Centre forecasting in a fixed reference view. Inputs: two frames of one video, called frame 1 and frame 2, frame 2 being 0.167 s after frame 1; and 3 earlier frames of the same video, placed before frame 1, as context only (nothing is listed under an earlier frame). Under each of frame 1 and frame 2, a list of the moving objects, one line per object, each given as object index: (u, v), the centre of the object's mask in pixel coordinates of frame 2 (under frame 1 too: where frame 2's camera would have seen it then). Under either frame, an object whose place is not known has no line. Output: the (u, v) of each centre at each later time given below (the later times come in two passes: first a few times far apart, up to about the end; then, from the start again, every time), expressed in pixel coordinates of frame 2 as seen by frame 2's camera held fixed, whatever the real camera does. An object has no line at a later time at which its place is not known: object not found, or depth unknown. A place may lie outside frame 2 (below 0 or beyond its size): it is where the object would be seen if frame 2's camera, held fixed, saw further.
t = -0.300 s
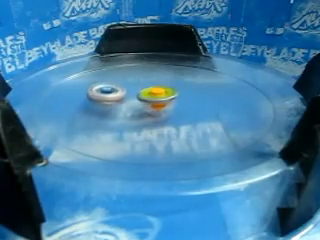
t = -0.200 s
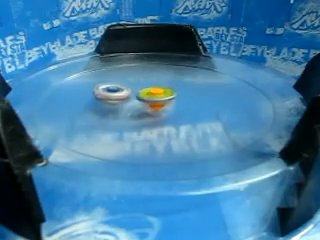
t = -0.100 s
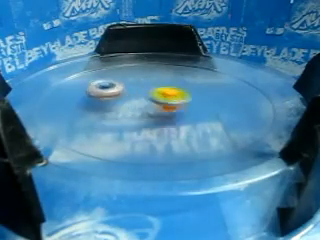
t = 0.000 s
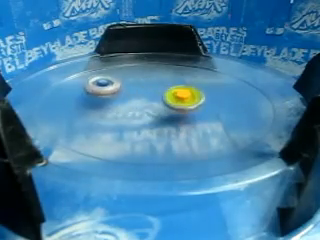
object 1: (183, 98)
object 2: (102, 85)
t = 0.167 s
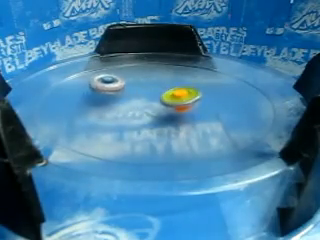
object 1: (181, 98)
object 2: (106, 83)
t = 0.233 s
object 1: (180, 99)
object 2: (110, 82)
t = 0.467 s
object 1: (174, 99)
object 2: (126, 83)
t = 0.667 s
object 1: (172, 97)
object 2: (141, 85)
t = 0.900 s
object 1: (179, 100)
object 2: (154, 85)
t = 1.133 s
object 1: (176, 102)
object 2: (164, 85)
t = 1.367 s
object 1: (169, 104)
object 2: (166, 83)
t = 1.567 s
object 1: (164, 109)
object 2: (163, 81)
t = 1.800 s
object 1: (165, 106)
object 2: (159, 84)
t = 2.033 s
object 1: (173, 106)
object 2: (149, 92)
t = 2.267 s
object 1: (180, 113)
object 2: (146, 99)
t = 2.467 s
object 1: (176, 113)
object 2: (144, 100)
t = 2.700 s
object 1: (178, 113)
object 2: (139, 98)
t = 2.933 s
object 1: (189, 100)
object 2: (125, 96)
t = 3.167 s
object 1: (184, 96)
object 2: (127, 98)
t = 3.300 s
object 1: (179, 97)
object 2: (132, 99)
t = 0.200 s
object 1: (181, 99)
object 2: (108, 82)
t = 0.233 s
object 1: (180, 99)
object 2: (110, 82)
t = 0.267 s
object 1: (180, 99)
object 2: (112, 82)
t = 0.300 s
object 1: (178, 99)
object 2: (113, 82)
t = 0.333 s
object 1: (178, 99)
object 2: (115, 82)
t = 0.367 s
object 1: (177, 99)
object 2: (118, 83)
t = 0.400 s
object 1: (176, 99)
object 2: (121, 83)
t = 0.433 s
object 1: (175, 99)
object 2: (123, 83)
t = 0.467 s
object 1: (174, 99)
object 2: (126, 83)
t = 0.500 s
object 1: (173, 99)
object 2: (129, 84)
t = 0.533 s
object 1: (173, 99)
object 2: (132, 84)
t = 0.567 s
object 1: (173, 99)
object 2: (135, 85)
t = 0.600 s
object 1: (172, 98)
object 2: (138, 85)
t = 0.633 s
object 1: (171, 98)
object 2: (140, 85)
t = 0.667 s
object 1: (172, 97)
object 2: (141, 85)
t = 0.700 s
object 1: (175, 98)
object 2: (142, 85)
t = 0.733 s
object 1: (179, 99)
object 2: (144, 85)
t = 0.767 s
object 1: (180, 99)
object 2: (146, 85)
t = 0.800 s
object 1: (180, 100)
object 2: (149, 85)
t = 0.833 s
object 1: (179, 100)
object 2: (150, 85)
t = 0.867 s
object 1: (179, 100)
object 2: (153, 85)
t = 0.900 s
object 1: (179, 100)
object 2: (154, 85)
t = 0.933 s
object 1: (179, 99)
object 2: (156, 84)
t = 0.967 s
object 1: (179, 100)
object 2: (158, 84)
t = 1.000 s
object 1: (178, 100)
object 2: (160, 84)
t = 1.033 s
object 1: (178, 100)
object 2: (161, 84)
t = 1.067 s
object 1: (178, 101)
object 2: (162, 84)
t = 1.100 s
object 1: (177, 102)
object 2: (163, 84)
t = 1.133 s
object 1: (176, 102)
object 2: (164, 85)
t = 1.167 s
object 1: (175, 102)
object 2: (165, 84)
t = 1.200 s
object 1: (174, 103)
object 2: (165, 84)
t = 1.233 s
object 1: (174, 103)
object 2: (166, 84)
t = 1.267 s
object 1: (173, 103)
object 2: (165, 84)
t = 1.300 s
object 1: (171, 104)
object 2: (166, 83)
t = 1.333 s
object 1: (170, 104)
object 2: (166, 84)
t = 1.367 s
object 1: (169, 104)
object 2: (166, 83)
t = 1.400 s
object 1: (169, 104)
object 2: (166, 83)
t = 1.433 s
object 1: (168, 106)
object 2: (165, 82)
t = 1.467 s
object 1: (168, 108)
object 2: (164, 81)
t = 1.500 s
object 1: (167, 109)
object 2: (163, 81)
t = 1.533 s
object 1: (165, 109)
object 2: (163, 82)
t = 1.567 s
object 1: (164, 109)
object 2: (163, 81)
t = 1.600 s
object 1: (164, 108)
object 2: (162, 82)
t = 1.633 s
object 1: (164, 108)
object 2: (162, 82)
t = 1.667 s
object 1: (165, 108)
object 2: (161, 82)
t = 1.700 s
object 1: (165, 107)
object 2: (161, 83)
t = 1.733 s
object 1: (166, 107)
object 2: (160, 84)
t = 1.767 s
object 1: (166, 107)
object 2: (159, 84)
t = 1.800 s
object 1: (165, 106)
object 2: (159, 84)
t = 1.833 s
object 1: (166, 106)
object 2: (157, 85)
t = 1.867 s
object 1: (167, 106)
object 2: (155, 86)
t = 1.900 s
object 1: (167, 106)
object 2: (154, 86)
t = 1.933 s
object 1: (170, 106)
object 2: (153, 87)
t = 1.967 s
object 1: (172, 105)
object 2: (151, 88)
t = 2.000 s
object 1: (173, 106)
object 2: (150, 89)
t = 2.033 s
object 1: (173, 106)
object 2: (149, 92)
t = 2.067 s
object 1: (173, 106)
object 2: (149, 92)
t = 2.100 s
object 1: (175, 108)
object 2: (148, 94)
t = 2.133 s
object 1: (176, 109)
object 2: (148, 96)
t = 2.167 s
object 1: (175, 110)
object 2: (148, 97)
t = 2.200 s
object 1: (179, 111)
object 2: (146, 97)
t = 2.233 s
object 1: (180, 112)
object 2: (145, 98)
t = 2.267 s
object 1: (180, 113)
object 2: (146, 99)
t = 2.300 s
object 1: (178, 113)
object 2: (146, 99)
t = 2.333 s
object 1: (177, 114)
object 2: (146, 100)
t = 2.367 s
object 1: (178, 113)
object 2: (144, 100)
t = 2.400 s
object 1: (177, 112)
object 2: (143, 100)
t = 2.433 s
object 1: (177, 113)
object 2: (144, 101)
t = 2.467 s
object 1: (176, 113)
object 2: (144, 100)
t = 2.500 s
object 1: (179, 115)
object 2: (142, 100)
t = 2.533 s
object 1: (180, 115)
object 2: (140, 100)
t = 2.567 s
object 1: (180, 115)
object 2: (140, 99)
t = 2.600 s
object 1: (180, 115)
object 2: (140, 99)
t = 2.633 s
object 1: (180, 115)
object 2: (140, 99)
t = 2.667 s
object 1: (179, 114)
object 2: (139, 98)
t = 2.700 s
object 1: (178, 113)
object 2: (139, 98)
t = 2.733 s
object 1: (175, 111)
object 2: (138, 98)
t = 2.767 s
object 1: (172, 109)
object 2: (137, 98)
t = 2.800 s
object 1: (171, 106)
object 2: (135, 98)
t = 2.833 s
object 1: (178, 104)
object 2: (132, 97)
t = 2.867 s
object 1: (183, 102)
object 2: (128, 96)
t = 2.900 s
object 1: (187, 101)
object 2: (126, 96)
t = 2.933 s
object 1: (189, 100)
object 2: (125, 96)
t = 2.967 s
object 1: (190, 99)
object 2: (125, 96)
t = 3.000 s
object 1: (190, 98)
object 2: (125, 96)
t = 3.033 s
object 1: (189, 97)
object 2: (124, 96)
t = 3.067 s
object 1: (188, 97)
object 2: (124, 97)
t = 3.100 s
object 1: (187, 97)
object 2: (125, 97)
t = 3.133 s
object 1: (185, 97)
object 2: (125, 97)
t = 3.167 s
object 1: (184, 96)
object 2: (127, 98)
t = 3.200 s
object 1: (182, 97)
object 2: (127, 98)
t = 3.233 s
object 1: (181, 96)
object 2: (129, 98)
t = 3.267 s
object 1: (179, 96)
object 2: (131, 99)
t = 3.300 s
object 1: (179, 97)
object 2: (132, 99)
